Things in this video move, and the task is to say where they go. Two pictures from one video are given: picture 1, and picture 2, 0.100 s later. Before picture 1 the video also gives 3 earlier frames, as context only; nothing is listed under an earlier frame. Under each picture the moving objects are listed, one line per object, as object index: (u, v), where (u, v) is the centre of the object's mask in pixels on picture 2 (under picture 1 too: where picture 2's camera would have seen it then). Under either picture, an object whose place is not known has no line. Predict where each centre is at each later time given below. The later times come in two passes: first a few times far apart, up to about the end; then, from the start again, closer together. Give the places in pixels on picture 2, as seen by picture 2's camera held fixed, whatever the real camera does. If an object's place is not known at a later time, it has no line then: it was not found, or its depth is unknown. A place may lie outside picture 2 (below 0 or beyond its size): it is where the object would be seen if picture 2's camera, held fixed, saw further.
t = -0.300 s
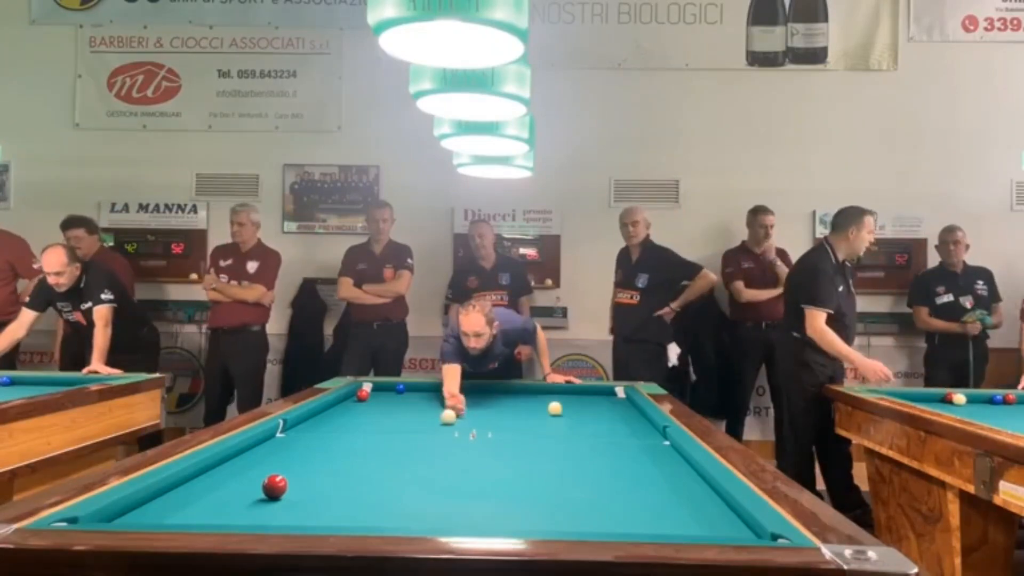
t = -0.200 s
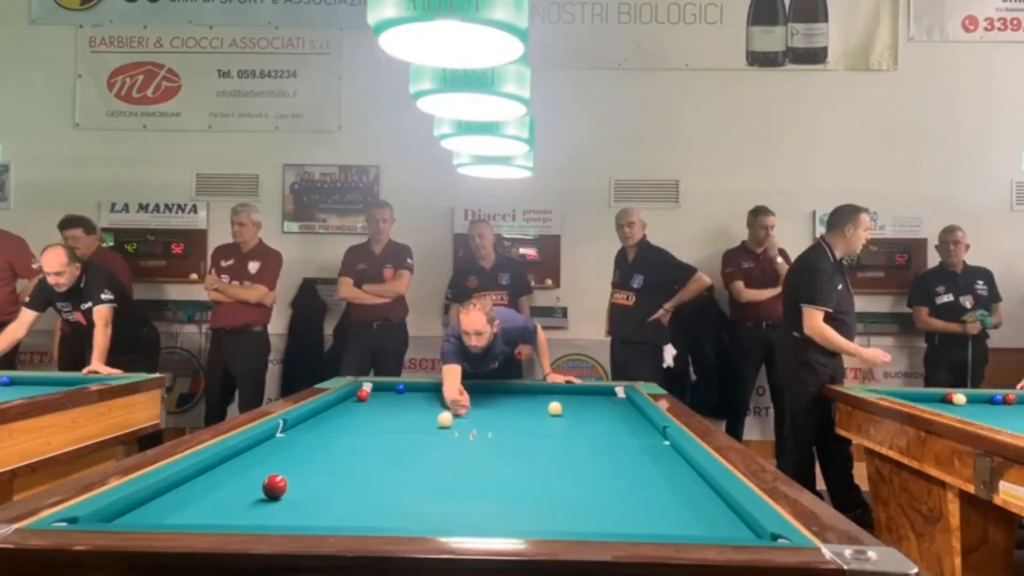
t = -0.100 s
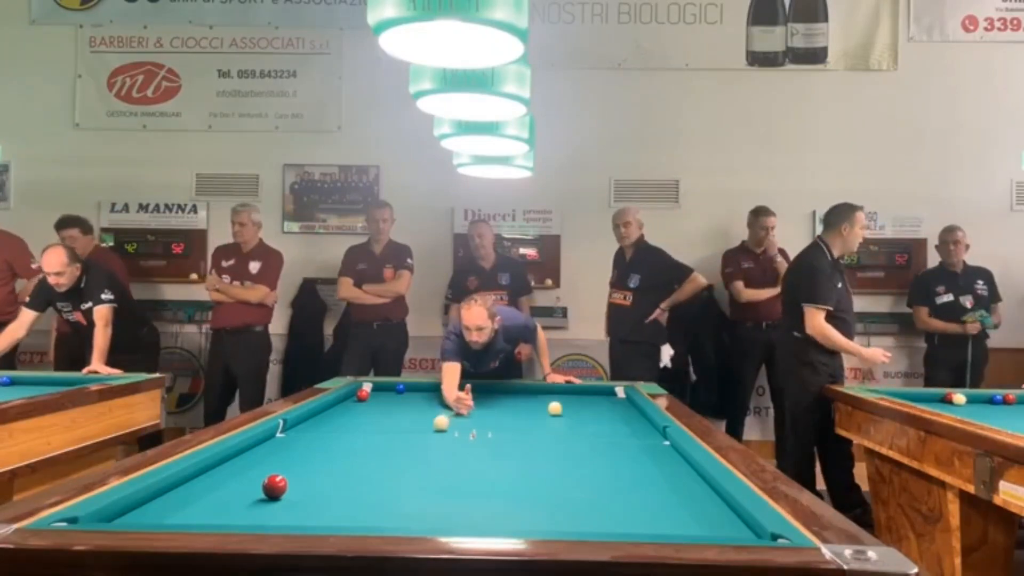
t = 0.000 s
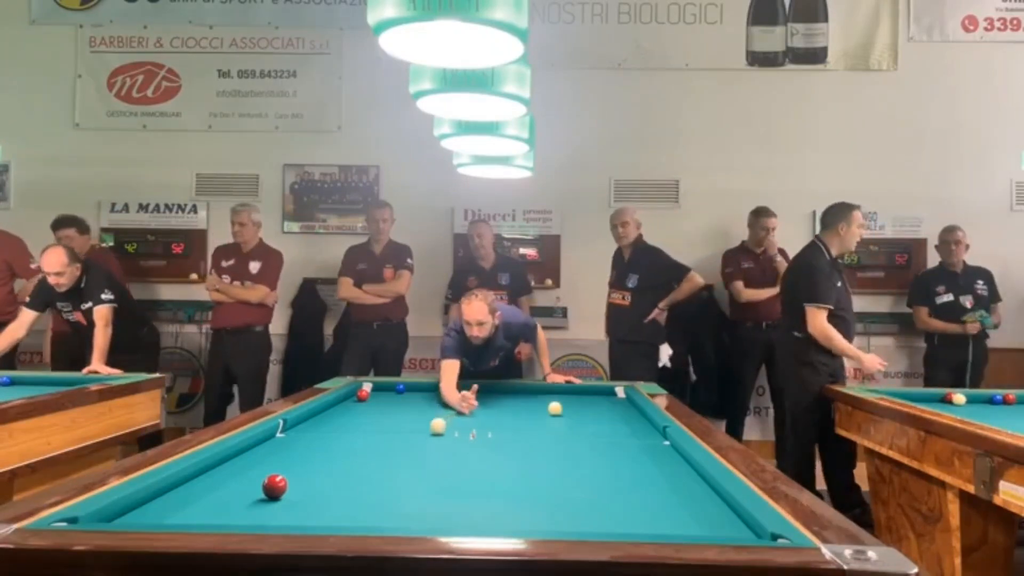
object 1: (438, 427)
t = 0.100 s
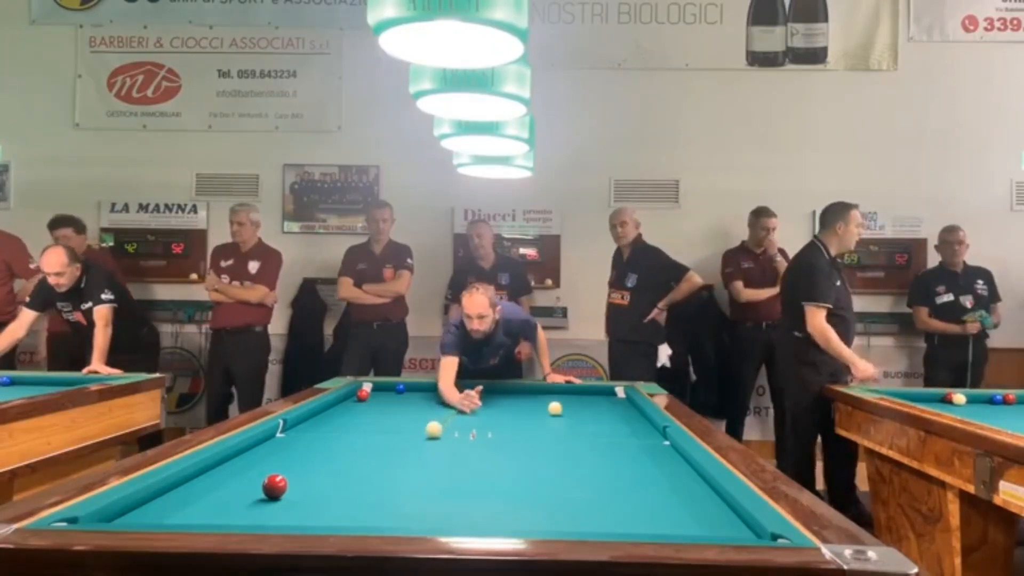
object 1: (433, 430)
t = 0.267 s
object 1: (426, 437)
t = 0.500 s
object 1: (416, 446)
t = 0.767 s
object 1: (402, 458)
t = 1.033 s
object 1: (385, 473)
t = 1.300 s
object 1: (366, 491)
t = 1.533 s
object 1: (345, 509)
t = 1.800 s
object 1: (318, 523)
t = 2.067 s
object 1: (328, 515)
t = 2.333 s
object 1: (338, 505)
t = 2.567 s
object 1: (343, 500)
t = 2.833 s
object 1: (350, 489)
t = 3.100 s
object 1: (357, 479)
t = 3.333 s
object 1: (362, 472)
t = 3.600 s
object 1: (367, 464)
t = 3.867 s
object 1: (371, 457)
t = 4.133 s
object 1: (375, 451)
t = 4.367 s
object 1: (377, 446)
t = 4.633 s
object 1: (380, 441)
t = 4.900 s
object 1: (383, 437)
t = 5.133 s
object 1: (385, 433)
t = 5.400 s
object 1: (387, 429)
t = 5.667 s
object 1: (388, 427)
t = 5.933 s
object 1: (390, 424)
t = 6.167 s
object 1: (391, 421)
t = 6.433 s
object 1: (392, 419)
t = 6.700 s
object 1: (394, 416)
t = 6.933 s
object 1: (394, 414)
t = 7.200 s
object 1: (395, 412)
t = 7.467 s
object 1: (396, 410)
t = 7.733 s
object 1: (397, 408)
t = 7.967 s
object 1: (397, 407)
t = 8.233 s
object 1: (398, 405)
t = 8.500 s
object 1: (398, 404)
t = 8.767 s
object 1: (399, 403)
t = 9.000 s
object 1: (399, 402)
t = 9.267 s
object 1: (399, 401)
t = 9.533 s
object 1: (399, 400)
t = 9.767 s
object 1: (400, 400)
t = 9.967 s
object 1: (400, 400)
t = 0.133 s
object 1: (432, 432)
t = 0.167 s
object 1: (431, 433)
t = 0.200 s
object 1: (430, 434)
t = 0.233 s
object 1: (428, 435)
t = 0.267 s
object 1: (426, 437)
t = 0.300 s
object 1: (426, 438)
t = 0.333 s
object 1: (424, 439)
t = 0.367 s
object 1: (422, 440)
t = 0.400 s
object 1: (421, 442)
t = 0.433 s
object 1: (420, 443)
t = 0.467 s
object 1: (418, 444)
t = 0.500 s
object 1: (416, 446)
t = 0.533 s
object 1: (415, 447)
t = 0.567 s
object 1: (413, 449)
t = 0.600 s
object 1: (411, 450)
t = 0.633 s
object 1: (409, 452)
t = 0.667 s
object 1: (407, 453)
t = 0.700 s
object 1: (406, 455)
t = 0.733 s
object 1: (404, 456)
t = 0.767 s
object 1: (402, 458)
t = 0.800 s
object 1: (400, 460)
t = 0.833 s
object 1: (398, 462)
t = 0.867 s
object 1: (396, 463)
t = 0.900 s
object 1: (394, 465)
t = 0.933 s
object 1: (392, 468)
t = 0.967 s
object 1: (390, 470)
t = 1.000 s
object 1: (388, 471)
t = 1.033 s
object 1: (385, 473)
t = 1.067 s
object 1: (383, 475)
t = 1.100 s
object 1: (381, 477)
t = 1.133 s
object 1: (378, 480)
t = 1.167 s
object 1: (376, 482)
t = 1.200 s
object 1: (374, 484)
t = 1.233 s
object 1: (371, 486)
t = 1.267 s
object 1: (368, 488)
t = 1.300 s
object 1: (366, 491)
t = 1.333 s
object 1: (363, 493)
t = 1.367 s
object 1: (360, 496)
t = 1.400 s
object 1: (358, 498)
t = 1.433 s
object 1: (354, 501)
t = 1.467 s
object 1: (351, 504)
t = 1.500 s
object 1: (348, 506)
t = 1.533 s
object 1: (345, 509)
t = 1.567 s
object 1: (342, 511)
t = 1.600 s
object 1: (338, 513)
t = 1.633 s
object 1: (336, 515)
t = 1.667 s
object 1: (332, 516)
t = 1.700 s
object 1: (329, 517)
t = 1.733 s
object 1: (326, 520)
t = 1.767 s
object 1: (322, 521)
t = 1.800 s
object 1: (318, 523)
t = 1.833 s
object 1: (317, 523)
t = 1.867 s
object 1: (319, 522)
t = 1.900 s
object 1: (321, 520)
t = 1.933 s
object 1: (323, 519)
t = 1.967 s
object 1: (324, 518)
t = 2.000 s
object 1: (325, 517)
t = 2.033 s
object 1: (326, 516)
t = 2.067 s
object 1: (328, 515)
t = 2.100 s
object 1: (329, 515)
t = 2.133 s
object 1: (331, 514)
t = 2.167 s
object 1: (332, 512)
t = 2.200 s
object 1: (333, 512)
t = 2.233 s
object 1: (335, 511)
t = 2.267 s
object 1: (336, 509)
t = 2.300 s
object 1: (337, 507)
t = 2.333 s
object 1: (338, 505)
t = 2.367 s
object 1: (339, 504)
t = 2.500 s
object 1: (341, 503)
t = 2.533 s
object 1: (342, 501)
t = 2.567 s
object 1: (343, 500)
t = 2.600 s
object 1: (344, 498)
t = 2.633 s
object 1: (345, 497)
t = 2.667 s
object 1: (346, 495)
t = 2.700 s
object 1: (347, 494)
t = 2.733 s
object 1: (348, 493)
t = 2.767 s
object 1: (349, 491)
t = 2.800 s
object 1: (350, 490)
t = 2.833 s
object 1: (350, 489)
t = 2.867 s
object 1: (351, 487)
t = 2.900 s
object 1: (352, 486)
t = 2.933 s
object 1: (353, 485)
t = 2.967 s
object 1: (354, 483)
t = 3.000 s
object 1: (355, 482)
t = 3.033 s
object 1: (356, 481)
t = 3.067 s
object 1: (357, 480)
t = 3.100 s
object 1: (357, 479)
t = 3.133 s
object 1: (358, 478)
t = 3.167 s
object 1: (359, 477)
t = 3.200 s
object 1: (360, 476)
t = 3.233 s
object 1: (360, 475)
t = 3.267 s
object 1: (361, 474)
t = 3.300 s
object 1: (362, 472)
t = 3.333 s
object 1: (362, 472)
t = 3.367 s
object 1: (363, 471)
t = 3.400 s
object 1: (363, 469)
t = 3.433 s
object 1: (364, 468)
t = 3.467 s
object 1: (365, 468)
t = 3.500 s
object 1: (365, 467)
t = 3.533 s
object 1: (366, 466)
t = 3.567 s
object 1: (366, 465)
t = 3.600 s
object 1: (367, 464)
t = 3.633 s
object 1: (367, 463)
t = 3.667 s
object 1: (368, 462)
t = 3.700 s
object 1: (368, 461)
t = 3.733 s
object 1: (369, 460)
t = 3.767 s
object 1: (370, 460)
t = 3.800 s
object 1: (370, 459)
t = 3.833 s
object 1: (371, 458)
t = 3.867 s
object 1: (371, 457)
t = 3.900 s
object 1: (371, 456)
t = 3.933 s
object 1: (372, 455)
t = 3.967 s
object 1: (373, 455)
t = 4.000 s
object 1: (373, 454)
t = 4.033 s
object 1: (373, 453)
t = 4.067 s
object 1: (374, 452)
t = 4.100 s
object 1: (374, 452)
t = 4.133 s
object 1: (375, 451)
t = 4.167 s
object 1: (375, 450)
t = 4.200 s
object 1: (375, 450)
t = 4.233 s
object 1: (376, 449)
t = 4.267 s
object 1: (376, 448)
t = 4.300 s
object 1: (376, 448)
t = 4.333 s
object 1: (377, 447)
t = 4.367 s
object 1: (377, 446)
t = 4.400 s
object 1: (377, 445)
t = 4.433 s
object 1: (378, 445)
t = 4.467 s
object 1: (378, 444)
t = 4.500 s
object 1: (379, 444)
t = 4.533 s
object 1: (379, 443)
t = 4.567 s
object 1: (379, 442)
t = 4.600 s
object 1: (380, 442)
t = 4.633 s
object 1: (380, 441)
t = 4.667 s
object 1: (381, 441)
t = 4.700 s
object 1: (381, 440)
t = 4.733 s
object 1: (381, 440)
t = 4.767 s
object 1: (382, 439)
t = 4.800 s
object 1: (382, 438)
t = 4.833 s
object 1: (382, 438)
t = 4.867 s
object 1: (383, 437)
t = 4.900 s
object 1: (383, 437)
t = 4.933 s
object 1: (383, 436)
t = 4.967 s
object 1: (383, 436)
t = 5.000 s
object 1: (384, 435)
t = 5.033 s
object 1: (384, 435)
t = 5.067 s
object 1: (384, 434)
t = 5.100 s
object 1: (385, 433)
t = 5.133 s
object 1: (385, 433)
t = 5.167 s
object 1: (385, 432)
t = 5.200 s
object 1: (385, 432)
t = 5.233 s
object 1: (386, 432)
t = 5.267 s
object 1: (386, 431)
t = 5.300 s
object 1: (386, 431)
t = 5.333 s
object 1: (386, 430)
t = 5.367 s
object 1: (387, 430)
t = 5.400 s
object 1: (387, 429)
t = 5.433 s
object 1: (387, 429)
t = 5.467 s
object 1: (387, 429)
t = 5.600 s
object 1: (388, 428)
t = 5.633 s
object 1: (388, 427)
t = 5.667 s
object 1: (388, 427)
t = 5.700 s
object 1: (389, 427)
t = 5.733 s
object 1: (389, 426)
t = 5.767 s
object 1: (389, 426)
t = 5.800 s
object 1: (389, 425)
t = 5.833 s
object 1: (389, 425)
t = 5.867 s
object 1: (390, 425)
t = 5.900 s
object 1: (390, 424)
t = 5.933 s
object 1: (390, 424)
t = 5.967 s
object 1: (390, 423)
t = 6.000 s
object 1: (390, 423)
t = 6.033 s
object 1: (391, 423)
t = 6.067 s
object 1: (391, 422)
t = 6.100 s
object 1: (391, 422)
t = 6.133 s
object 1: (391, 422)
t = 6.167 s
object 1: (391, 421)
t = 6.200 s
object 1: (391, 421)
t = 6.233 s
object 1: (391, 421)
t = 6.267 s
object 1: (391, 420)
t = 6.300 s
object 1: (392, 420)
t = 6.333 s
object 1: (392, 420)
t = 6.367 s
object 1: (392, 419)
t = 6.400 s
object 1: (392, 419)
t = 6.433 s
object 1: (392, 419)
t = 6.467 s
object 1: (392, 418)
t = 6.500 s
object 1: (392, 418)
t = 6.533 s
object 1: (393, 418)
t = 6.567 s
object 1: (393, 417)
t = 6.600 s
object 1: (393, 417)
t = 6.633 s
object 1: (393, 417)
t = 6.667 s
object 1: (393, 416)
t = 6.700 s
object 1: (394, 416)
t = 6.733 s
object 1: (394, 416)
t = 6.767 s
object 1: (394, 415)
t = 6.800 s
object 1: (394, 415)
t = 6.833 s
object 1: (394, 415)
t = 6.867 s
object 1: (394, 415)
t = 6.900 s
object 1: (394, 414)
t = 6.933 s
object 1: (394, 414)
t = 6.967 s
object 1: (394, 414)
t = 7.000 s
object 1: (394, 414)
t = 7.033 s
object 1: (395, 413)
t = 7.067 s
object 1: (395, 413)
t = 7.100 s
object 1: (395, 413)
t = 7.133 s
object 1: (395, 412)
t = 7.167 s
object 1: (395, 412)
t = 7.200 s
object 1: (395, 412)
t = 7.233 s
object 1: (395, 412)
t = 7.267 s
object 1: (395, 411)
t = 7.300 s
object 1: (396, 411)
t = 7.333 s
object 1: (396, 411)
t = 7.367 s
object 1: (396, 411)
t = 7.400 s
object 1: (396, 410)
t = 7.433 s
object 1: (396, 410)
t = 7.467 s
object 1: (396, 410)
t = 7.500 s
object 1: (396, 410)
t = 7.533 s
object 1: (396, 410)
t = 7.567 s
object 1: (396, 409)
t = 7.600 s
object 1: (397, 409)
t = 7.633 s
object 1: (397, 409)
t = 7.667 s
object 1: (397, 409)
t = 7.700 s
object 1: (397, 408)
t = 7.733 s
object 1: (397, 408)
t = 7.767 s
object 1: (397, 408)
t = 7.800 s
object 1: (397, 408)
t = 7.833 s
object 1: (397, 407)
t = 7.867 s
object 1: (397, 407)
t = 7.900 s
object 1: (397, 407)
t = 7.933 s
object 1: (397, 407)
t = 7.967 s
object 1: (397, 407)
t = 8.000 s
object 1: (397, 407)
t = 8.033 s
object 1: (397, 406)
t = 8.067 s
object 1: (398, 406)
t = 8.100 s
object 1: (398, 406)
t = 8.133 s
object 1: (398, 406)
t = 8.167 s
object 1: (398, 406)
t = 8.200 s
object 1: (398, 405)
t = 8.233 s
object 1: (398, 405)
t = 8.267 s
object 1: (398, 405)
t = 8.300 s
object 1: (398, 405)
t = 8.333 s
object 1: (398, 405)
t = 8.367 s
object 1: (398, 405)
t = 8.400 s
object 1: (398, 404)
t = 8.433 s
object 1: (398, 404)
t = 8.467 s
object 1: (398, 404)
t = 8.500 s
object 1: (398, 404)
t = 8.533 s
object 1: (398, 404)
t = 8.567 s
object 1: (398, 404)
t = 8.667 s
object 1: (399, 403)
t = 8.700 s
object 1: (399, 403)
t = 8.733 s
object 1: (399, 403)
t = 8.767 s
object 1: (399, 403)
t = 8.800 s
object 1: (399, 403)
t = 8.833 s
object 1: (399, 403)
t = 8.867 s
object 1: (399, 402)
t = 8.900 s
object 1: (399, 402)
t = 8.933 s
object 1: (399, 402)
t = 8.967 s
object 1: (399, 402)
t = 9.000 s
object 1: (399, 402)
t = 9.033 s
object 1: (399, 402)
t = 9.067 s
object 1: (399, 402)
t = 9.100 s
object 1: (399, 402)
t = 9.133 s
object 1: (399, 402)
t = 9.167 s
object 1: (399, 401)
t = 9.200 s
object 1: (399, 401)
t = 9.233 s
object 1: (399, 401)
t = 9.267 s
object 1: (399, 401)
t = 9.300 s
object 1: (399, 401)
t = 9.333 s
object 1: (399, 401)
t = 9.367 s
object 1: (399, 401)
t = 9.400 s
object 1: (399, 401)
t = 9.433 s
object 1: (399, 401)
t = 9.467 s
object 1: (399, 400)
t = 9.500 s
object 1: (399, 400)
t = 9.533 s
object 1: (399, 400)
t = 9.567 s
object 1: (399, 400)
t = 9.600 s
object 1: (399, 400)
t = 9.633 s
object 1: (399, 400)
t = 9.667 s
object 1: (400, 400)
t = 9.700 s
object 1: (400, 400)
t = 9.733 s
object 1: (400, 400)
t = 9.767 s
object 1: (400, 400)
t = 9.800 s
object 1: (400, 400)
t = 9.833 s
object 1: (400, 400)
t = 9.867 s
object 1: (400, 400)
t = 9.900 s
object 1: (400, 400)
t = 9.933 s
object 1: (400, 400)
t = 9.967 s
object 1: (400, 400)
